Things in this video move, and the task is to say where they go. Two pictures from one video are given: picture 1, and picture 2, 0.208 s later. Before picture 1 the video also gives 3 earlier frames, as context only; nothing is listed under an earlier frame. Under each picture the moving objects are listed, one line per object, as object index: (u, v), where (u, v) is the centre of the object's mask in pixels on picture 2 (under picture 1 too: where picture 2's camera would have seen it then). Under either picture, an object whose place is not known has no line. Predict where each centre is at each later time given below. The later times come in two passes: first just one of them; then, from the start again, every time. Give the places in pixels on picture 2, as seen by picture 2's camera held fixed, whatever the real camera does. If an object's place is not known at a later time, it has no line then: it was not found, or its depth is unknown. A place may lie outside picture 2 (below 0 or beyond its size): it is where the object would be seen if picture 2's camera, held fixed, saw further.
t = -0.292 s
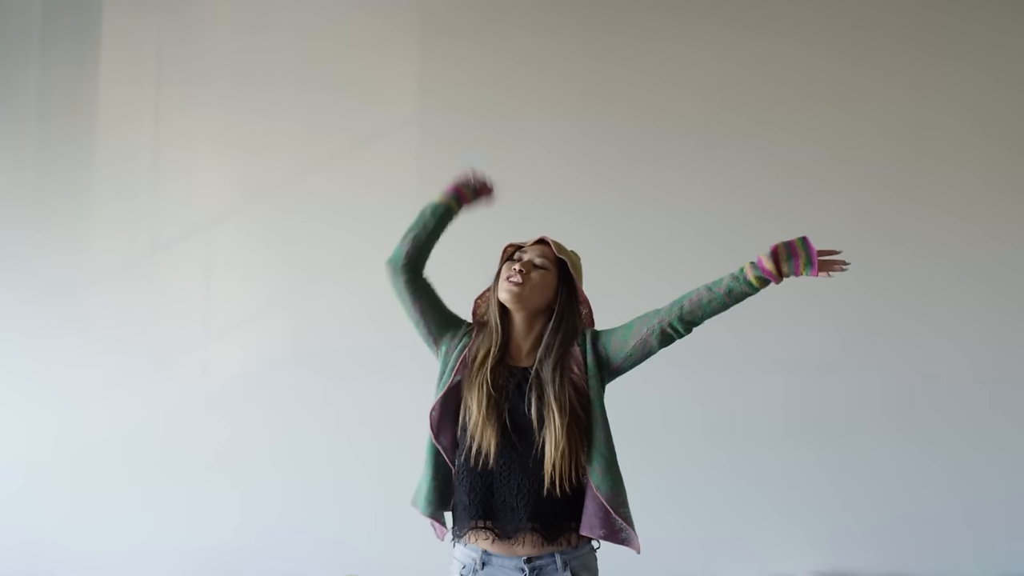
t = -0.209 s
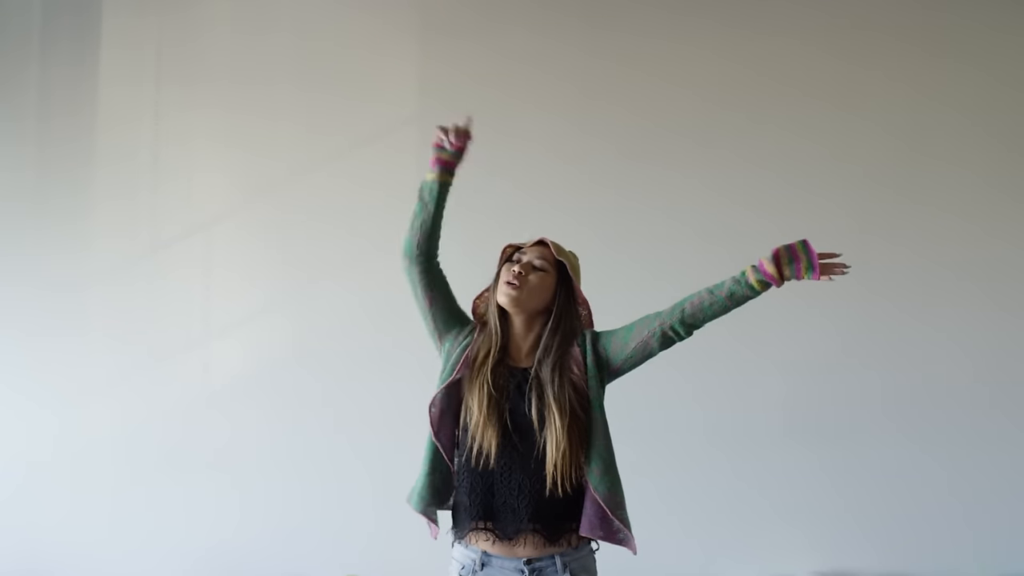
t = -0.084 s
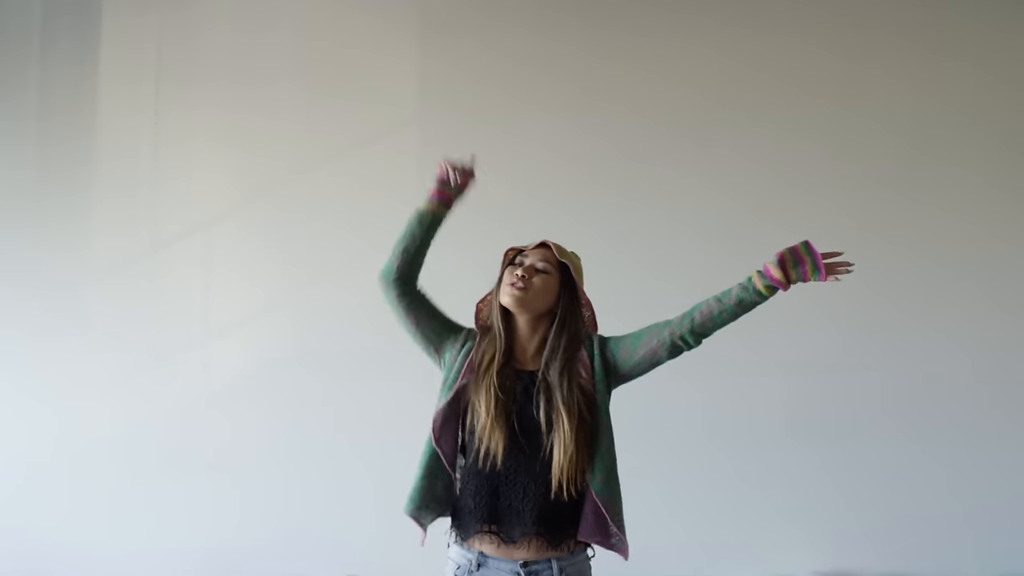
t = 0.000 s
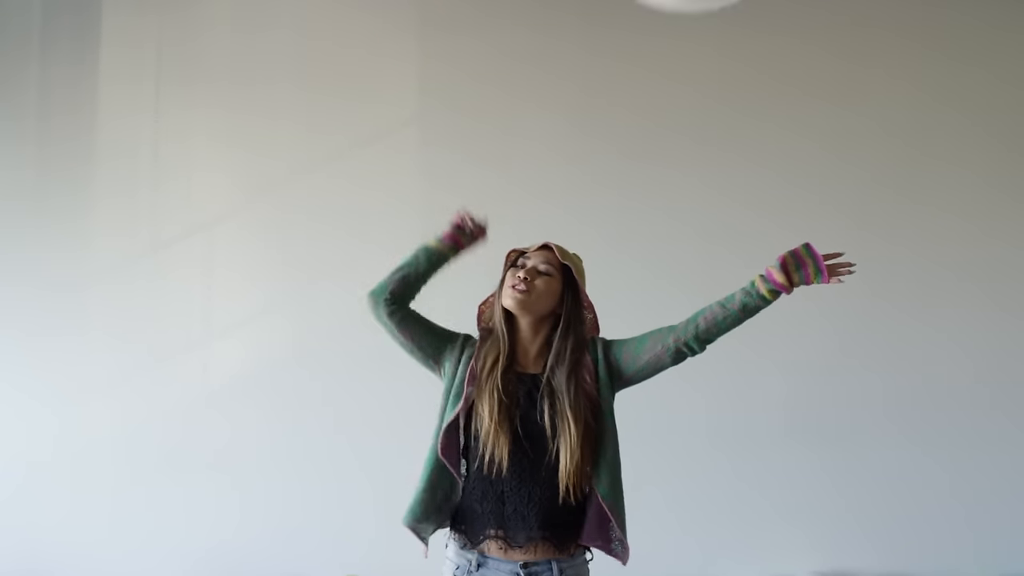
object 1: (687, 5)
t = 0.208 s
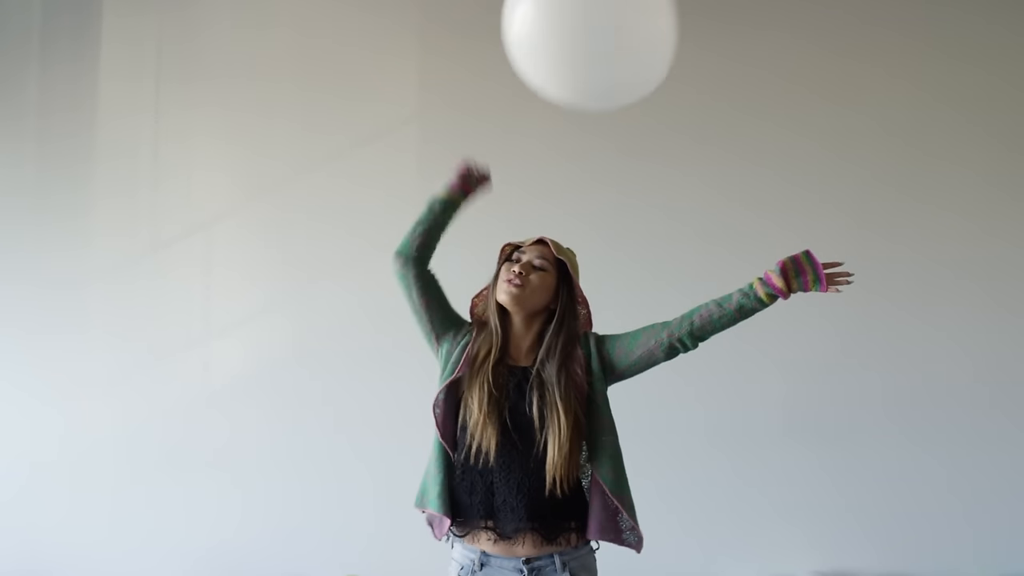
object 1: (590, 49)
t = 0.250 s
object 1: (577, 60)
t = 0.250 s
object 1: (577, 60)
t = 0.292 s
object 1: (563, 74)
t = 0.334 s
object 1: (551, 93)
